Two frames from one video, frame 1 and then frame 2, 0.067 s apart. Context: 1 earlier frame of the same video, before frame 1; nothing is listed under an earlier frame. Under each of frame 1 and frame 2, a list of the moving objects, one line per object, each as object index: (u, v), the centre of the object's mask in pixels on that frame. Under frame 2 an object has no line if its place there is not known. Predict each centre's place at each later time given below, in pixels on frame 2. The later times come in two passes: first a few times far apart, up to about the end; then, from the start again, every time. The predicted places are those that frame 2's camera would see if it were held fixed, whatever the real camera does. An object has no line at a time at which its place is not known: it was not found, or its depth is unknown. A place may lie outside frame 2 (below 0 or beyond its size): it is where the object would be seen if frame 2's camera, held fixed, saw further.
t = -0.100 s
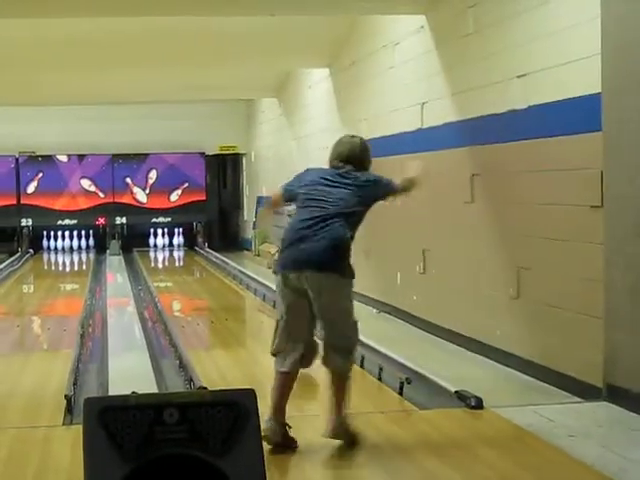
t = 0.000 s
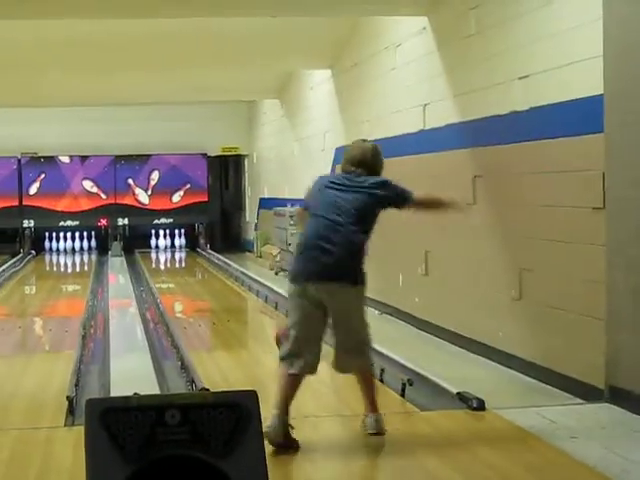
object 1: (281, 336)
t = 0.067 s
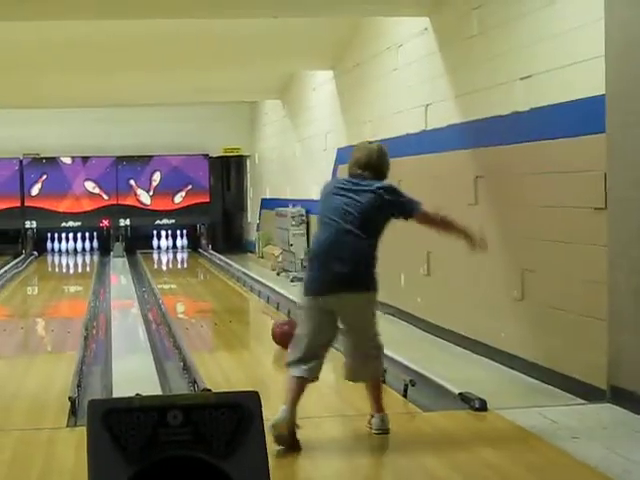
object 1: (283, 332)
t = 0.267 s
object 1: (269, 314)
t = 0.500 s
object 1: (254, 297)
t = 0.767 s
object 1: (242, 285)
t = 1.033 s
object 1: (228, 274)
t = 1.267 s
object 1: (213, 266)
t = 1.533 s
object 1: (200, 260)
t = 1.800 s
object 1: (190, 255)
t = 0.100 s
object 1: (282, 329)
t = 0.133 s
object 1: (279, 326)
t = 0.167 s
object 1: (276, 323)
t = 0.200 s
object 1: (274, 320)
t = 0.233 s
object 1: (271, 316)
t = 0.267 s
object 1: (269, 314)
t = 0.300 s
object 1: (266, 311)
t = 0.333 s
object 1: (264, 308)
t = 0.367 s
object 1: (262, 306)
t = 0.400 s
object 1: (260, 304)
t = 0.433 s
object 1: (258, 301)
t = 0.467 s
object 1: (256, 299)
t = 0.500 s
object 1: (254, 297)
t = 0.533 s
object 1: (252, 295)
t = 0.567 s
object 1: (250, 294)
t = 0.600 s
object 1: (249, 292)
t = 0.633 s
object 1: (247, 290)
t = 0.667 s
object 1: (246, 289)
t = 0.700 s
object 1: (244, 287)
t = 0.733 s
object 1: (243, 286)
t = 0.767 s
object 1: (242, 285)
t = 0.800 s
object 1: (240, 283)
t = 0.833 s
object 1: (238, 280)
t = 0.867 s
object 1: (237, 280)
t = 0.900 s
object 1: (236, 278)
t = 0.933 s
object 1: (234, 277)
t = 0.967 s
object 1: (232, 276)
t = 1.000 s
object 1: (231, 274)
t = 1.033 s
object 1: (228, 274)
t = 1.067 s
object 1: (226, 273)
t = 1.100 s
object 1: (224, 271)
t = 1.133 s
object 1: (223, 270)
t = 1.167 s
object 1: (221, 269)
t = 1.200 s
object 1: (219, 268)
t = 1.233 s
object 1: (216, 267)
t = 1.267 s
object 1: (213, 266)
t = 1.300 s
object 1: (212, 265)
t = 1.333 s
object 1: (211, 264)
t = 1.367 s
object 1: (209, 263)
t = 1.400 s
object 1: (208, 263)
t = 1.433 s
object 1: (206, 262)
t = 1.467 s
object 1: (205, 261)
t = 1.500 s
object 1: (203, 261)
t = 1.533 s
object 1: (200, 260)
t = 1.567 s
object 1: (199, 259)
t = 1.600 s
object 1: (198, 258)
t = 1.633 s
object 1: (197, 258)
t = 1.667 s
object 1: (196, 257)
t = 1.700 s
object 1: (195, 256)
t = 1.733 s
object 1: (193, 256)
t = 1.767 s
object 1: (192, 256)
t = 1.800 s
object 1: (190, 255)
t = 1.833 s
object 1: (188, 254)
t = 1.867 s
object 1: (188, 254)
